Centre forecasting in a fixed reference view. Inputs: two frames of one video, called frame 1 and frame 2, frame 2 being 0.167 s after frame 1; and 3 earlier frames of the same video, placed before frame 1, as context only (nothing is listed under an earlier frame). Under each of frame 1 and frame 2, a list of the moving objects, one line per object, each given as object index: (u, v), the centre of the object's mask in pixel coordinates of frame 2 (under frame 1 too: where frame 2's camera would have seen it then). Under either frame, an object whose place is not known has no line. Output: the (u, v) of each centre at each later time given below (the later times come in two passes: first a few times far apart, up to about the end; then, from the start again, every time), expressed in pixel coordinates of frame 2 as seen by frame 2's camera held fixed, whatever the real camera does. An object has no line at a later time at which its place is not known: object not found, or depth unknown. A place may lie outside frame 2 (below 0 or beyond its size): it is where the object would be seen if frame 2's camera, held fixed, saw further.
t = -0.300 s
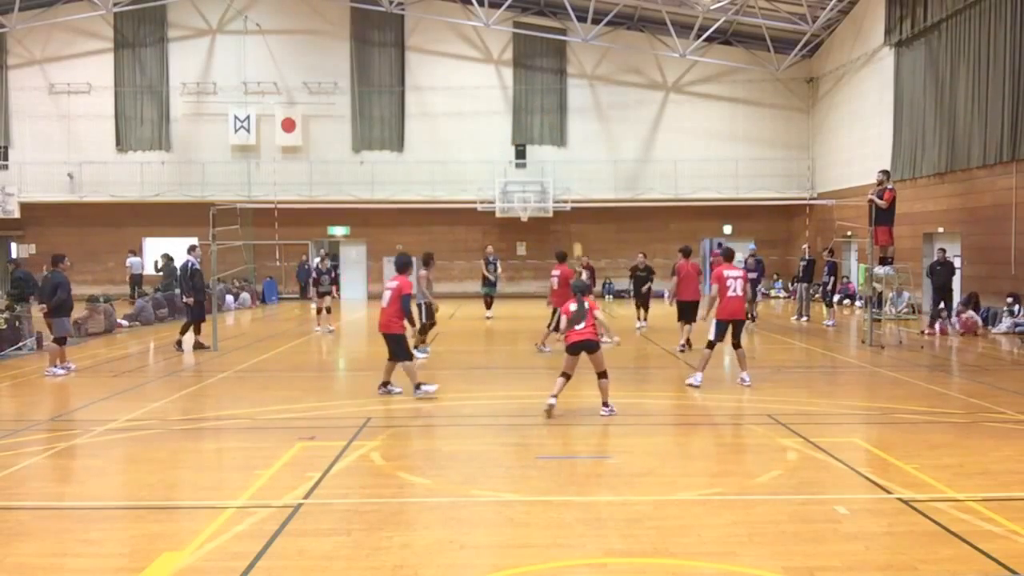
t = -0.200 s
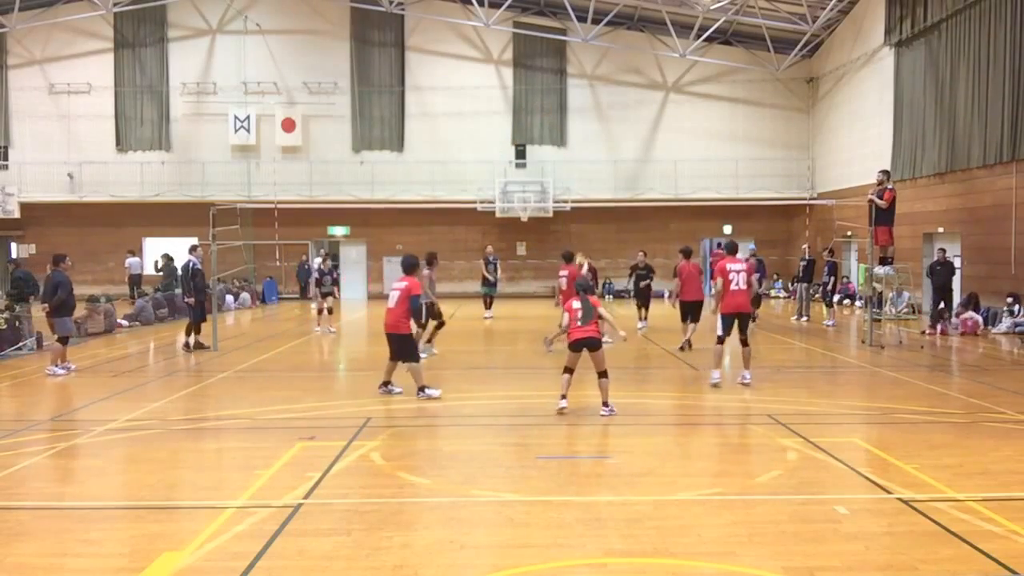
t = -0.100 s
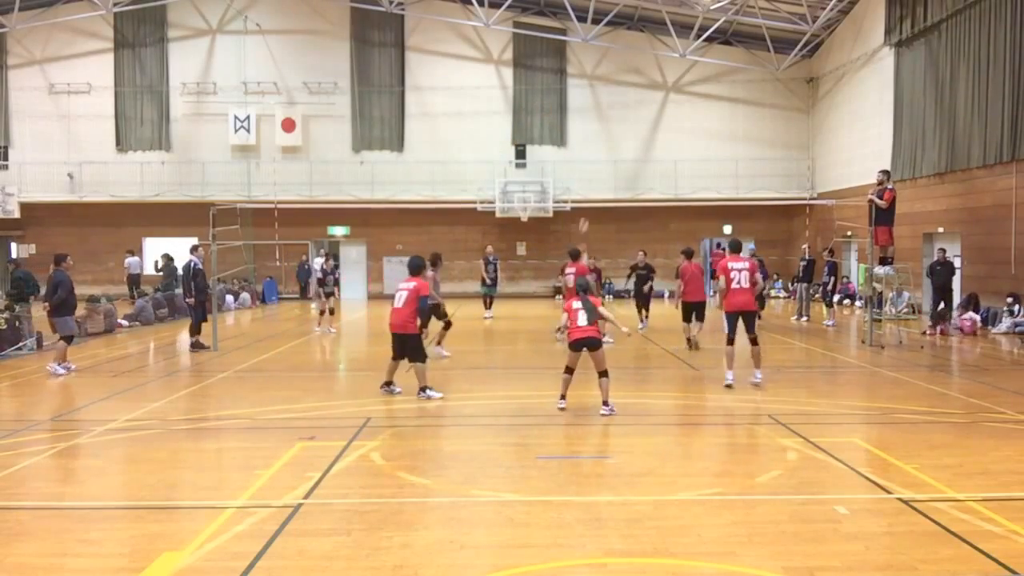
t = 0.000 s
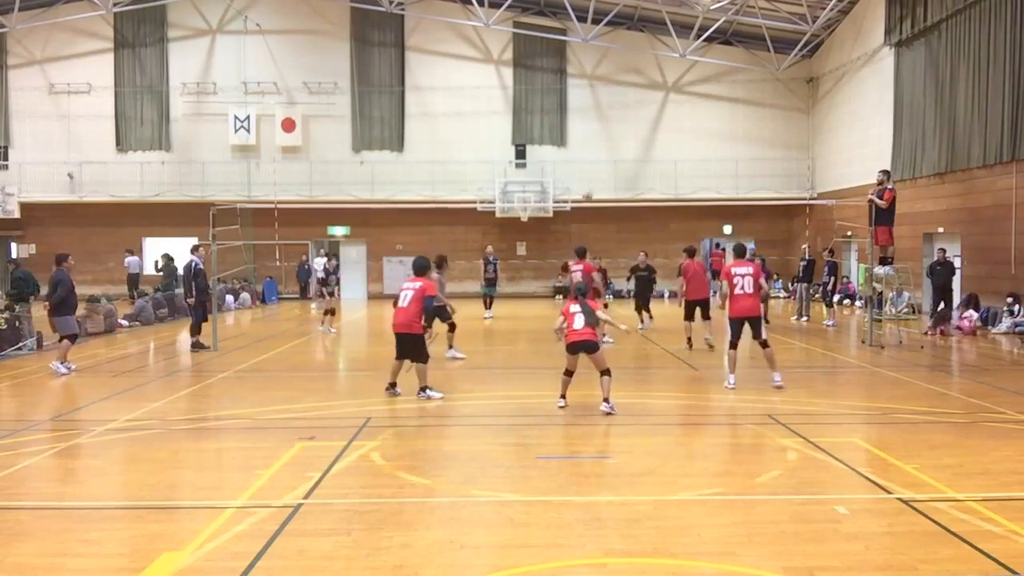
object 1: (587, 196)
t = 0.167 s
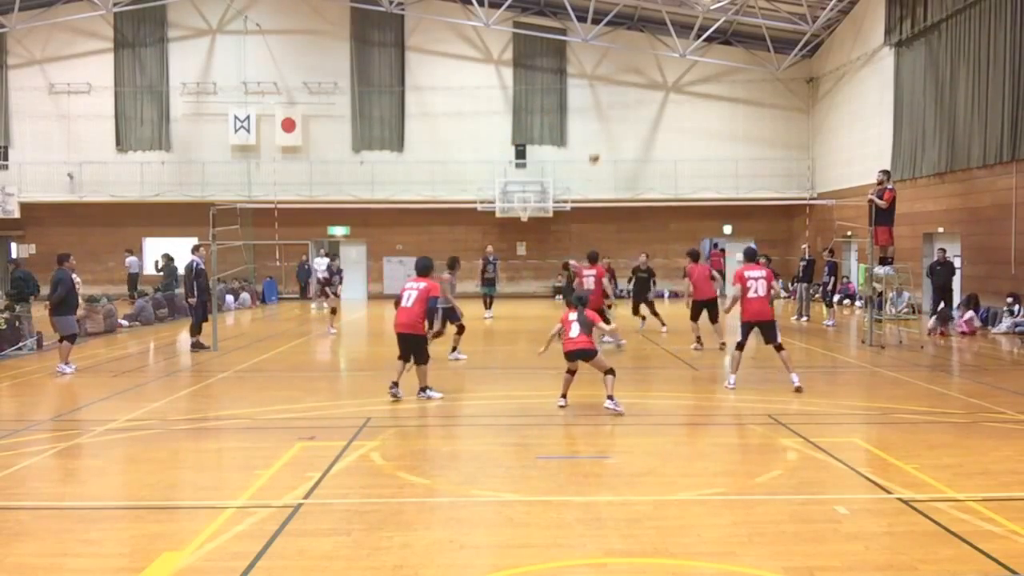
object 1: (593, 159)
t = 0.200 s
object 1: (595, 152)
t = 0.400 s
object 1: (603, 129)
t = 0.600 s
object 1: (611, 128)
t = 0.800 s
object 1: (619, 148)
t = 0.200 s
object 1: (595, 152)
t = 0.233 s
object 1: (596, 147)
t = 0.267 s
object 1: (598, 143)
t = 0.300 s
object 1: (599, 138)
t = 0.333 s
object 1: (600, 134)
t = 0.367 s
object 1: (602, 132)
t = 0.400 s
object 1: (603, 129)
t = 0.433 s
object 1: (604, 127)
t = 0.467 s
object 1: (606, 127)
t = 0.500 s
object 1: (607, 126)
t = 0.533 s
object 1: (608, 126)
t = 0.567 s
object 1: (610, 127)
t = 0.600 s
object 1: (611, 128)
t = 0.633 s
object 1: (612, 130)
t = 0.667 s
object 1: (613, 132)
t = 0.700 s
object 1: (615, 136)
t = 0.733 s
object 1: (616, 138)
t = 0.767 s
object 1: (617, 142)
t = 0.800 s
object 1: (619, 148)
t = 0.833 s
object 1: (620, 153)
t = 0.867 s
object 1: (621, 159)
